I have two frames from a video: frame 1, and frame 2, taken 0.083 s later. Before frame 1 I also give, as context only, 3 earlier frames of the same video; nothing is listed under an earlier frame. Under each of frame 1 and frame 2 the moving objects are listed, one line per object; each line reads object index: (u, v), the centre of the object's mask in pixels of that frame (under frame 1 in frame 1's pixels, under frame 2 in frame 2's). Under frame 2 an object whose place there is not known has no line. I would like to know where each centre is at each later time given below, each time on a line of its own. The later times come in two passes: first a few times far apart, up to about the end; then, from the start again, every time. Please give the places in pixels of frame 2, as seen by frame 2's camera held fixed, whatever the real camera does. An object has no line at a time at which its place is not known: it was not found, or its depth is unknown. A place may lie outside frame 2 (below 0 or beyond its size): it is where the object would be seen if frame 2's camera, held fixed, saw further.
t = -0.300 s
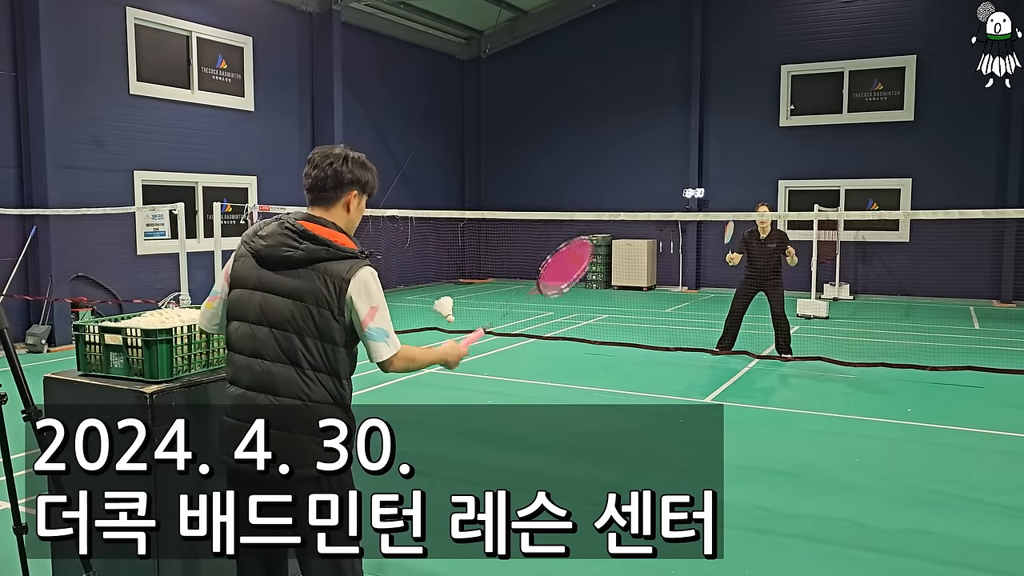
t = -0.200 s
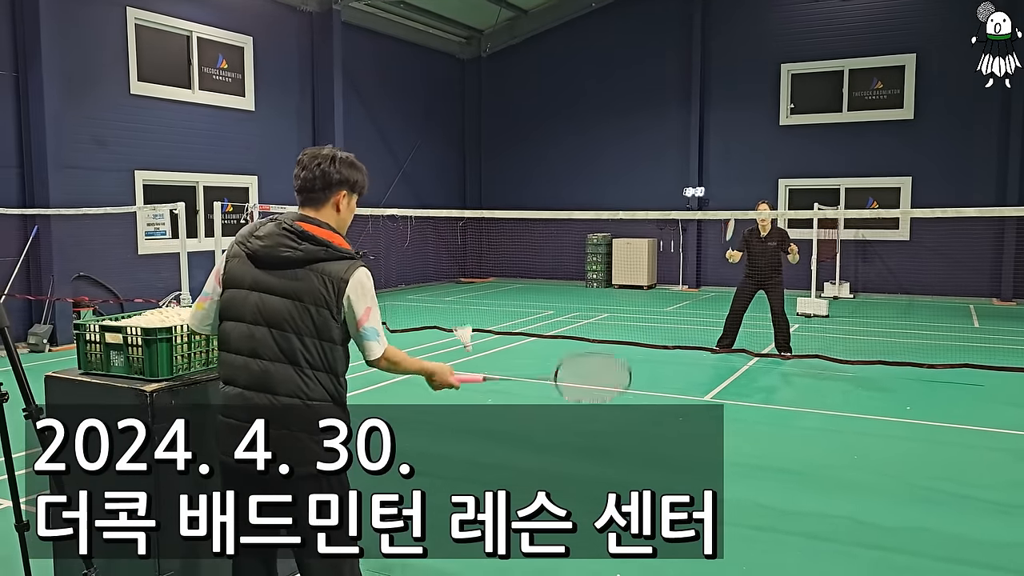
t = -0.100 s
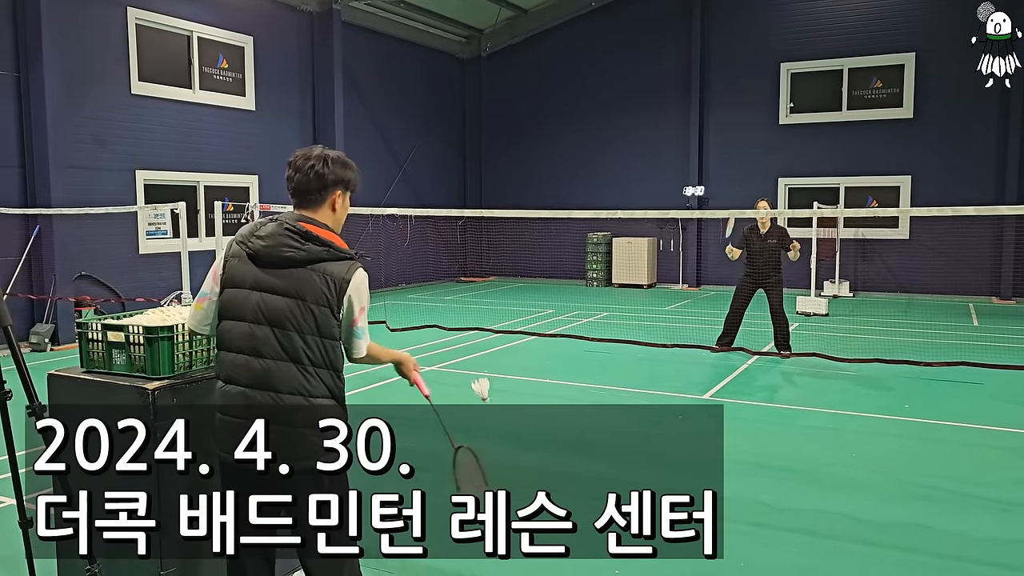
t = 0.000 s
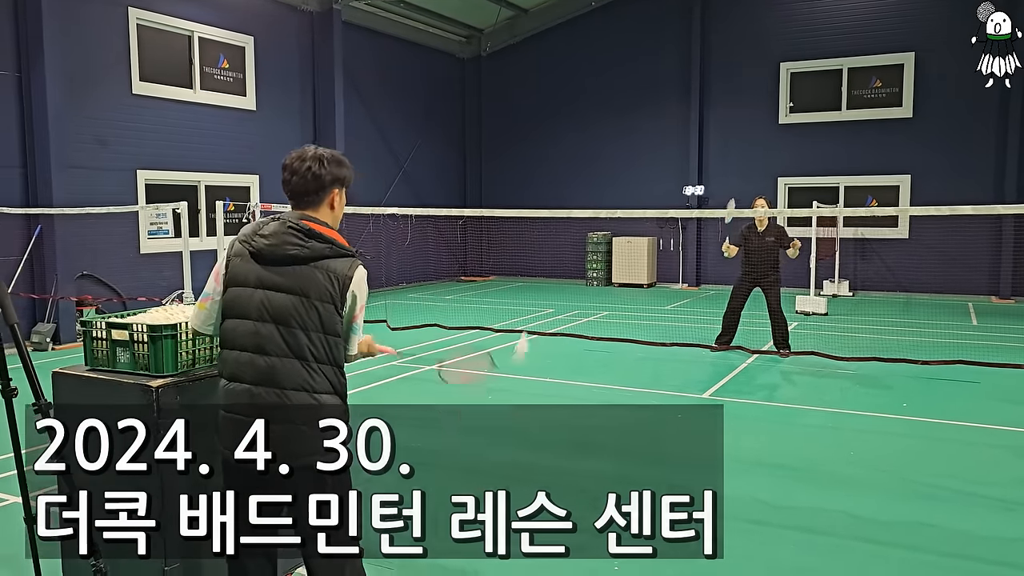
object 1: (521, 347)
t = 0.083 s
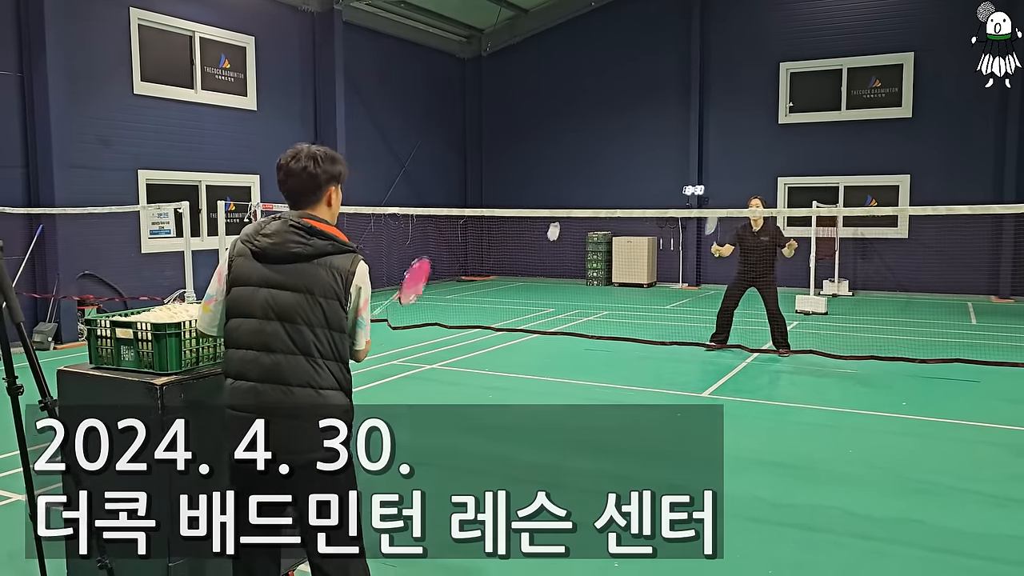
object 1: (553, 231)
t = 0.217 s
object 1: (579, 159)
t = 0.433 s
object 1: (600, 141)
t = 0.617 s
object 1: (611, 166)
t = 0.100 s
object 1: (557, 220)
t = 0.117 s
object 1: (562, 204)
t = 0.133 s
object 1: (566, 196)
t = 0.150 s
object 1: (570, 187)
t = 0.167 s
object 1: (573, 178)
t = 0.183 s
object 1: (576, 170)
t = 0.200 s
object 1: (577, 163)
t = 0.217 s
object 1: (579, 159)
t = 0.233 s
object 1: (581, 155)
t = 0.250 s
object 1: (584, 152)
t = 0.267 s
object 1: (587, 149)
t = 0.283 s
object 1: (589, 146)
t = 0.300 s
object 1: (590, 143)
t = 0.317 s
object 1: (591, 141)
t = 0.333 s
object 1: (592, 141)
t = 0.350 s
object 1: (594, 141)
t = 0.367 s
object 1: (596, 140)
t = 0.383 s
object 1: (597, 140)
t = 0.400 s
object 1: (598, 139)
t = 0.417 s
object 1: (599, 140)
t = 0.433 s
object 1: (600, 141)
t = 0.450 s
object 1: (601, 143)
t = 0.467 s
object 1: (602, 144)
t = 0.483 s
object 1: (604, 146)
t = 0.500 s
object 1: (605, 147)
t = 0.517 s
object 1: (605, 149)
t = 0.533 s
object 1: (606, 151)
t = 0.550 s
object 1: (607, 154)
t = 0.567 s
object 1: (608, 157)
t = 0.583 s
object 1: (609, 160)
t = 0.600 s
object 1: (610, 163)
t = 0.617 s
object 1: (611, 166)
